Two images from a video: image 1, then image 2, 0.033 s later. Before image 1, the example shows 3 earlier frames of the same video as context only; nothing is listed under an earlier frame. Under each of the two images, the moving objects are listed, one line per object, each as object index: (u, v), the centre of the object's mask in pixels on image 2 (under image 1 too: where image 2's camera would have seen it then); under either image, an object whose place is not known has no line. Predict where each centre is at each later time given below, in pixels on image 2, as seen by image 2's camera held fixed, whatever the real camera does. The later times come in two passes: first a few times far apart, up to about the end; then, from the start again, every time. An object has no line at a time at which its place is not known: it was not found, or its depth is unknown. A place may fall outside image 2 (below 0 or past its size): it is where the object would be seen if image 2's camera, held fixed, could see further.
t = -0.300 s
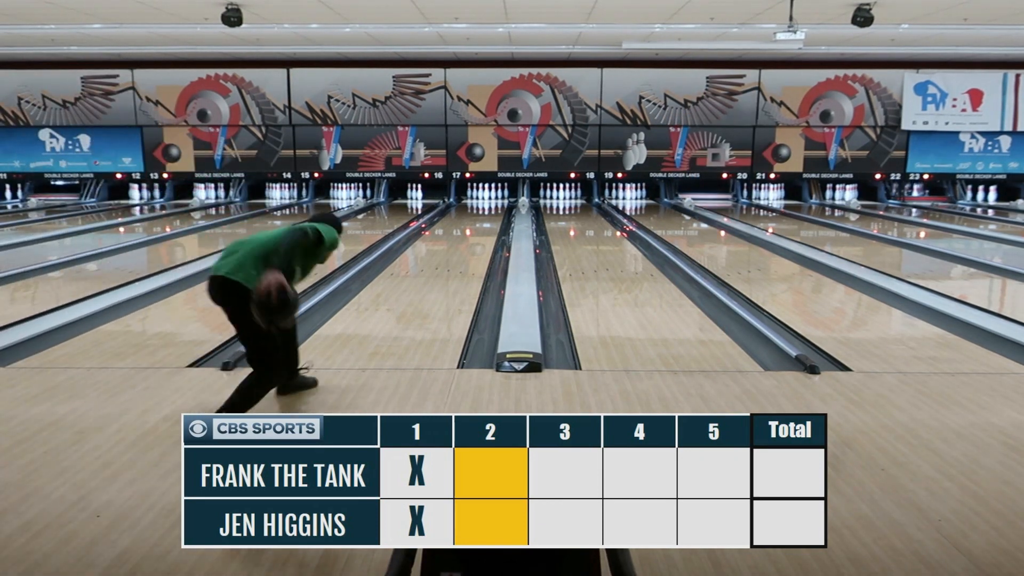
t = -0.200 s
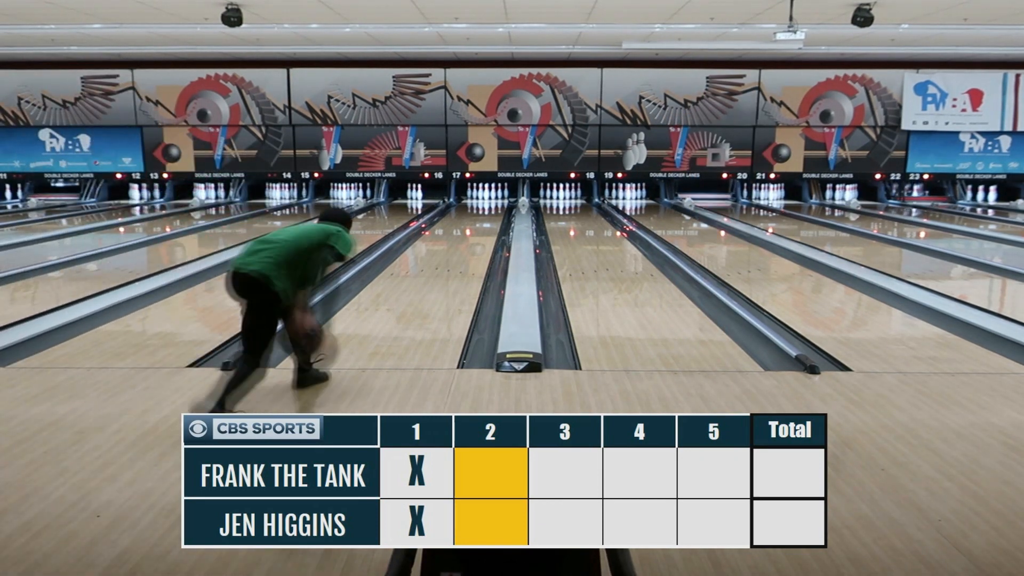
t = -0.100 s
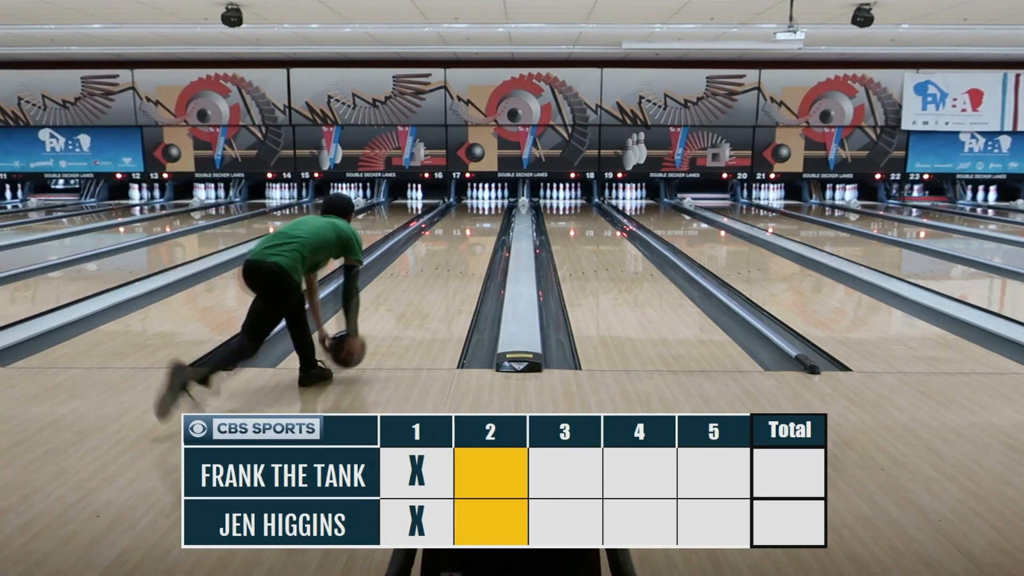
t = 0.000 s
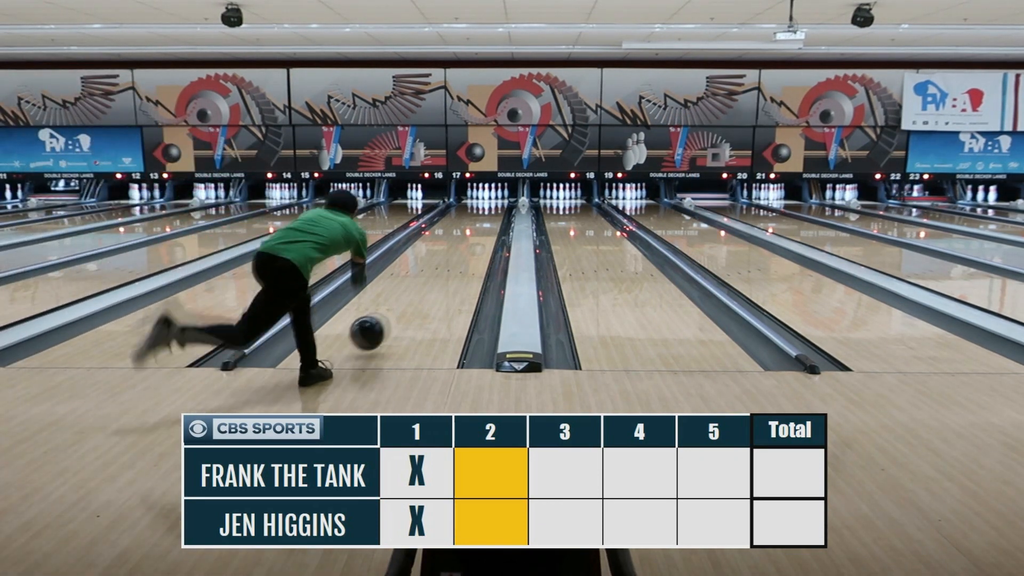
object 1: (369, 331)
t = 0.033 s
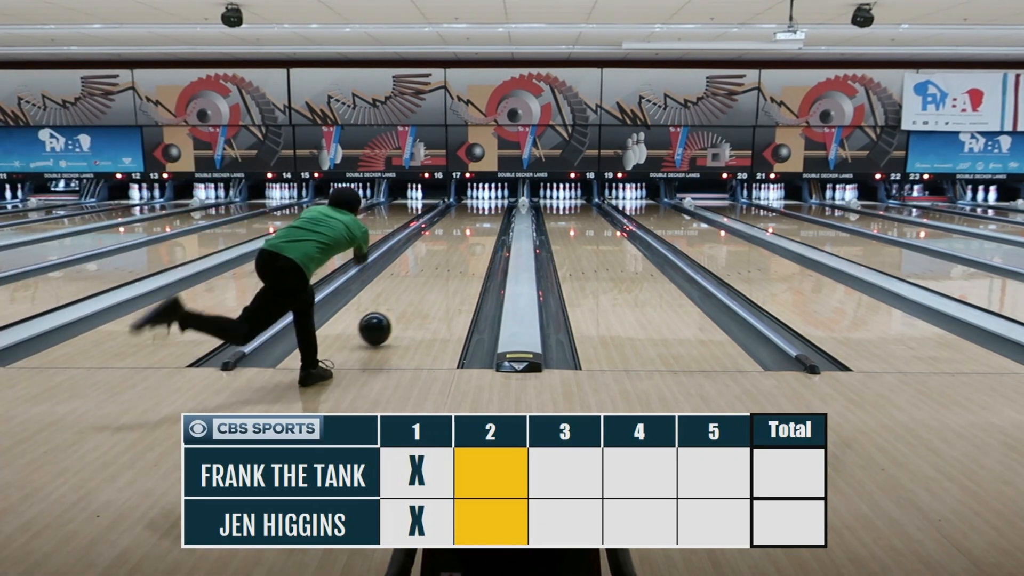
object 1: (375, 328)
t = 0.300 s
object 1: (413, 289)
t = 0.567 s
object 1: (437, 262)
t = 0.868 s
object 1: (454, 242)
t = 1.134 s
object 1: (465, 230)
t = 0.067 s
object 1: (382, 322)
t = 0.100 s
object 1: (385, 318)
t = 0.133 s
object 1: (392, 311)
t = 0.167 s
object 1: (397, 306)
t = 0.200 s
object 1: (401, 302)
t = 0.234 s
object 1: (406, 296)
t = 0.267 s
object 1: (409, 293)
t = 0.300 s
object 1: (413, 289)
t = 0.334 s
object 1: (416, 285)
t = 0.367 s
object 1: (420, 281)
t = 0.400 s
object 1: (424, 277)
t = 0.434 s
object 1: (425, 274)
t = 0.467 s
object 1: (429, 271)
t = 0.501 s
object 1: (431, 268)
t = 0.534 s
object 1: (434, 265)
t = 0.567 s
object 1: (437, 262)
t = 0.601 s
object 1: (438, 259)
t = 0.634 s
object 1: (441, 257)
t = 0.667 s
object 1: (443, 255)
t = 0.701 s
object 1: (445, 253)
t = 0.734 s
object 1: (447, 250)
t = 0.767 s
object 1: (449, 248)
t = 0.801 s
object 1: (451, 246)
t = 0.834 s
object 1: (452, 244)
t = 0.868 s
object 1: (454, 242)
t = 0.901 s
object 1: (456, 240)
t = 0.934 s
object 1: (457, 238)
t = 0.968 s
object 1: (458, 237)
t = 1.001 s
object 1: (459, 235)
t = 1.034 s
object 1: (461, 234)
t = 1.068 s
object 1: (463, 232)
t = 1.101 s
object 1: (464, 231)
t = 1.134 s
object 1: (465, 230)
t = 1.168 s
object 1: (466, 228)
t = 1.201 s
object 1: (467, 227)
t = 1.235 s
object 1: (468, 225)
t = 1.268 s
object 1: (469, 224)
